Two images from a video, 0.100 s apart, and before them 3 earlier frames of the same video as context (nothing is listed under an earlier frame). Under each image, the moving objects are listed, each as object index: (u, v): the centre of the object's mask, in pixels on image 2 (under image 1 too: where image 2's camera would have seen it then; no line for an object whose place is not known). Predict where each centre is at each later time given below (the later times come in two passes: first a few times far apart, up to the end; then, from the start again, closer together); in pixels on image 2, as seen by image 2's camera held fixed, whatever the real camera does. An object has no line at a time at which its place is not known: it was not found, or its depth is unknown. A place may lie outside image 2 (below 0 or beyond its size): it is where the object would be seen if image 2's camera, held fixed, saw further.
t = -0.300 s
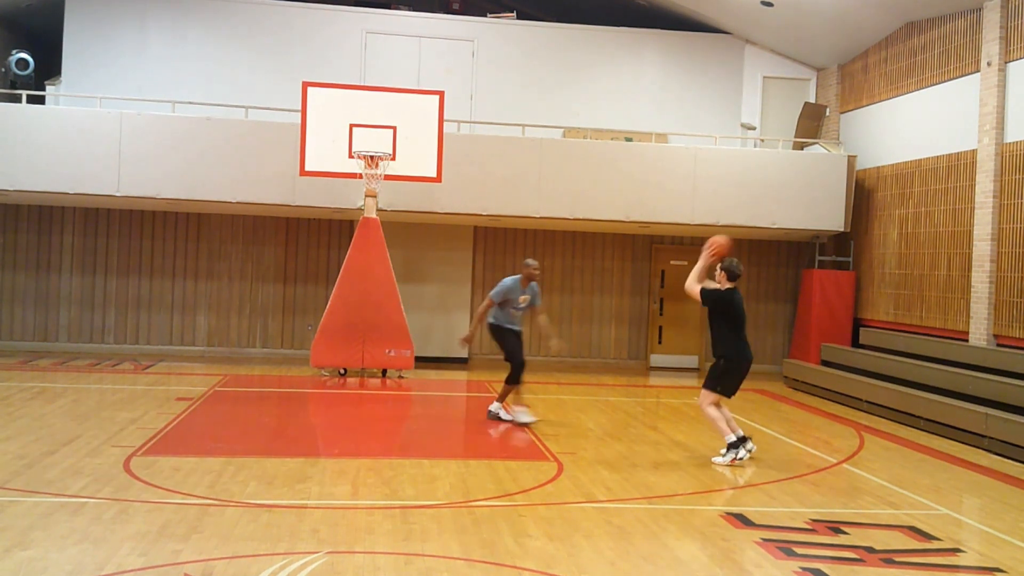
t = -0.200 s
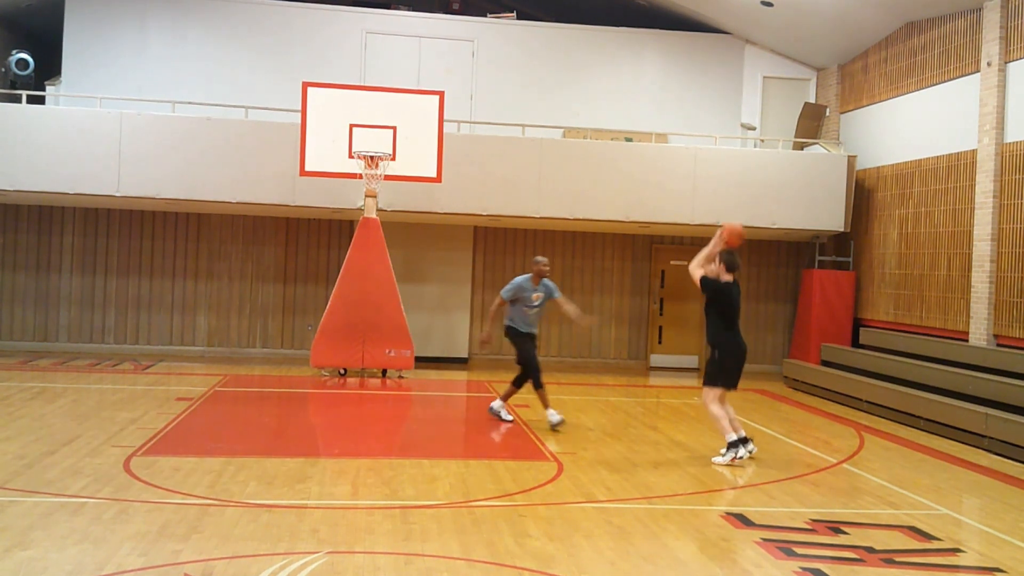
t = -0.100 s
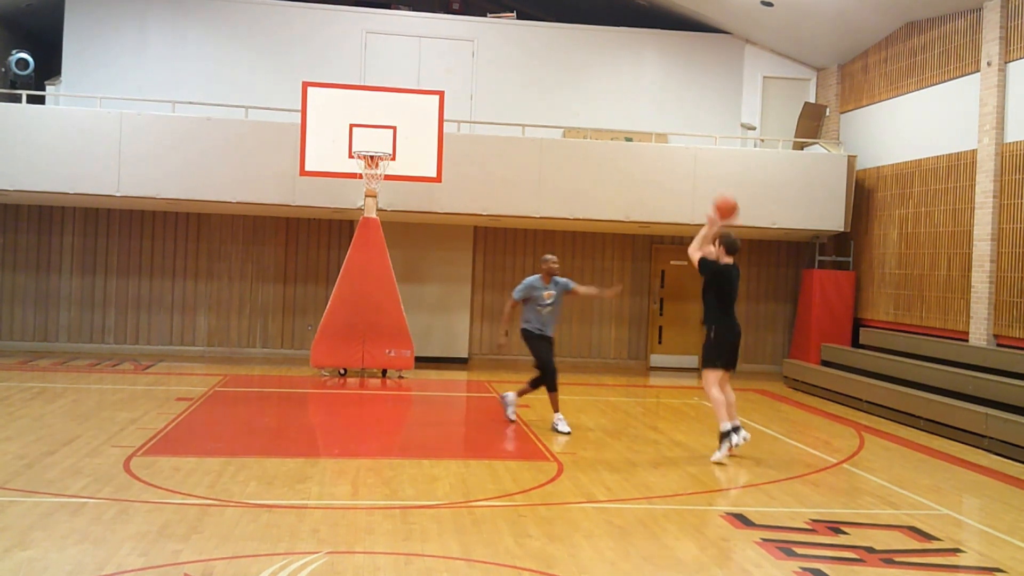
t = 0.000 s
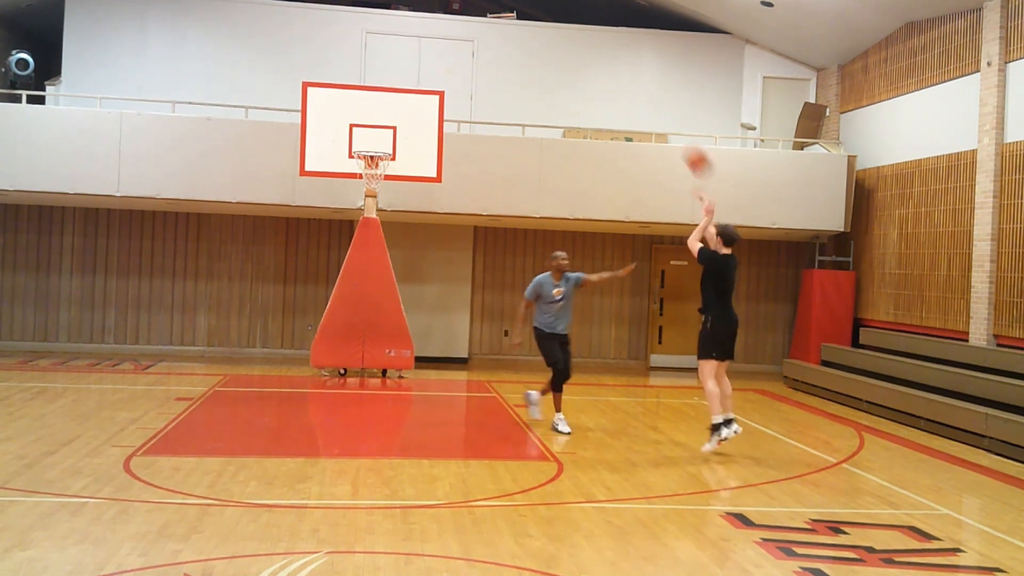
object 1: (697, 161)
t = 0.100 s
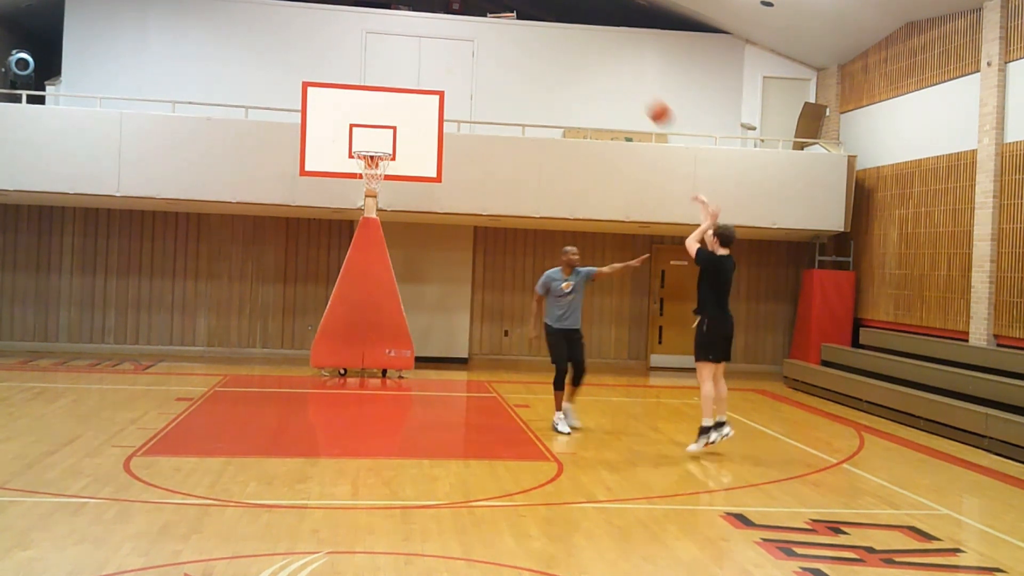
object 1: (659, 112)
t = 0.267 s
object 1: (600, 59)
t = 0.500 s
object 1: (524, 32)
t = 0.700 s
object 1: (465, 48)
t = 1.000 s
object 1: (384, 125)
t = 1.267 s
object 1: (375, 123)
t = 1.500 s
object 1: (370, 121)
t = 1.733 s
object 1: (374, 147)
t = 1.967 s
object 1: (361, 157)
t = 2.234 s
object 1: (363, 181)
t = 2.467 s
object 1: (374, 227)
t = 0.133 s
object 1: (647, 99)
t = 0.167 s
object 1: (635, 88)
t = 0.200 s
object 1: (623, 77)
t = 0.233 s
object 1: (612, 68)
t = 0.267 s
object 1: (600, 59)
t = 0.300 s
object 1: (588, 53)
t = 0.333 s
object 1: (577, 47)
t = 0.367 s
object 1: (567, 42)
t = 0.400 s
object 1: (556, 38)
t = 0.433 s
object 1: (545, 35)
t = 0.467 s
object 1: (534, 33)
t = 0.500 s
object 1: (524, 32)
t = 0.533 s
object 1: (514, 33)
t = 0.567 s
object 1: (504, 34)
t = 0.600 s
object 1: (494, 36)
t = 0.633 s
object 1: (484, 39)
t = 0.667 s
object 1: (474, 43)
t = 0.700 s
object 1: (465, 48)
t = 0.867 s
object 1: (419, 84)
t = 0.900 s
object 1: (410, 93)
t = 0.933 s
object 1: (400, 104)
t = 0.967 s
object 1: (392, 114)
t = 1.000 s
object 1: (384, 125)
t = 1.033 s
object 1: (375, 137)
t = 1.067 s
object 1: (368, 147)
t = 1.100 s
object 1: (371, 147)
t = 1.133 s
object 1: (376, 146)
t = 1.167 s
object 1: (376, 139)
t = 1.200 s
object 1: (375, 133)
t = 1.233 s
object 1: (375, 128)
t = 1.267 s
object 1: (375, 123)
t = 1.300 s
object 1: (374, 119)
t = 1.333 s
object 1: (374, 117)
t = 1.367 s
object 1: (373, 115)
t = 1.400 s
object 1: (372, 115)
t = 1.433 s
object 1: (372, 116)
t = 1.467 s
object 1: (371, 118)
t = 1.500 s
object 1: (370, 121)
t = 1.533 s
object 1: (369, 125)
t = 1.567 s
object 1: (368, 130)
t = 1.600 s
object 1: (367, 135)
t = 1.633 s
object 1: (366, 142)
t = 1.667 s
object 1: (367, 145)
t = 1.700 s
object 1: (370, 145)
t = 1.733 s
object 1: (374, 147)
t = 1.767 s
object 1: (377, 147)
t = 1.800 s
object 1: (381, 148)
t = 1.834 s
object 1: (379, 148)
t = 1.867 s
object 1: (376, 148)
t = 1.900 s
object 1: (371, 149)
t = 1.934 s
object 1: (368, 149)
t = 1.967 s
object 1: (361, 157)
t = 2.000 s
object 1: (359, 159)
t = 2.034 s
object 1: (360, 163)
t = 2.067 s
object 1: (360, 166)
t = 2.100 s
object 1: (360, 168)
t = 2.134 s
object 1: (360, 171)
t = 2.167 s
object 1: (361, 174)
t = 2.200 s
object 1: (362, 177)
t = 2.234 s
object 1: (363, 181)
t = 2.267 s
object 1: (365, 189)
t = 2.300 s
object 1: (367, 192)
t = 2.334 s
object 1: (368, 195)
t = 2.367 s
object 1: (369, 204)
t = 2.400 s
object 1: (371, 211)
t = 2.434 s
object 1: (372, 221)
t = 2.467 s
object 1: (374, 227)
